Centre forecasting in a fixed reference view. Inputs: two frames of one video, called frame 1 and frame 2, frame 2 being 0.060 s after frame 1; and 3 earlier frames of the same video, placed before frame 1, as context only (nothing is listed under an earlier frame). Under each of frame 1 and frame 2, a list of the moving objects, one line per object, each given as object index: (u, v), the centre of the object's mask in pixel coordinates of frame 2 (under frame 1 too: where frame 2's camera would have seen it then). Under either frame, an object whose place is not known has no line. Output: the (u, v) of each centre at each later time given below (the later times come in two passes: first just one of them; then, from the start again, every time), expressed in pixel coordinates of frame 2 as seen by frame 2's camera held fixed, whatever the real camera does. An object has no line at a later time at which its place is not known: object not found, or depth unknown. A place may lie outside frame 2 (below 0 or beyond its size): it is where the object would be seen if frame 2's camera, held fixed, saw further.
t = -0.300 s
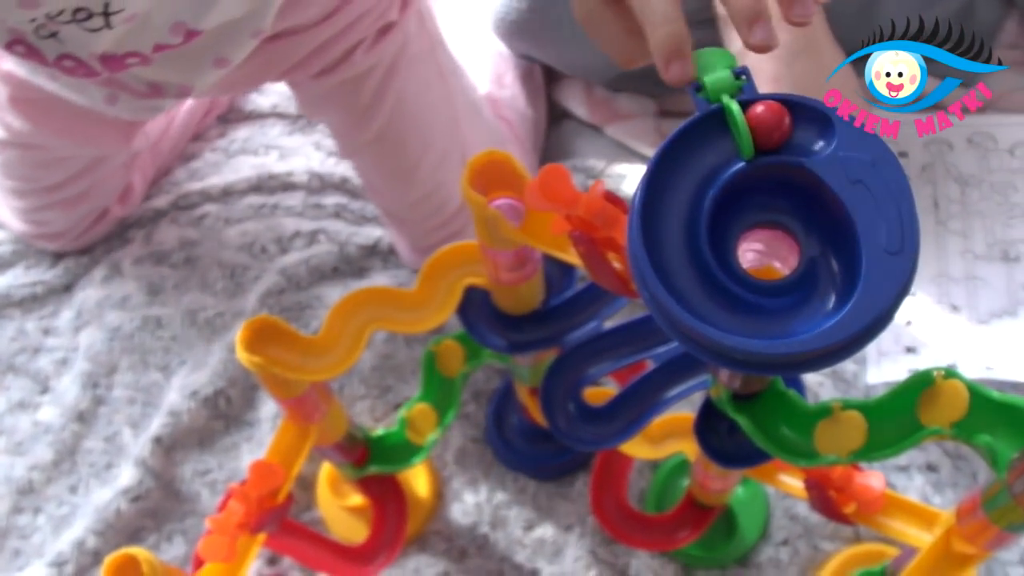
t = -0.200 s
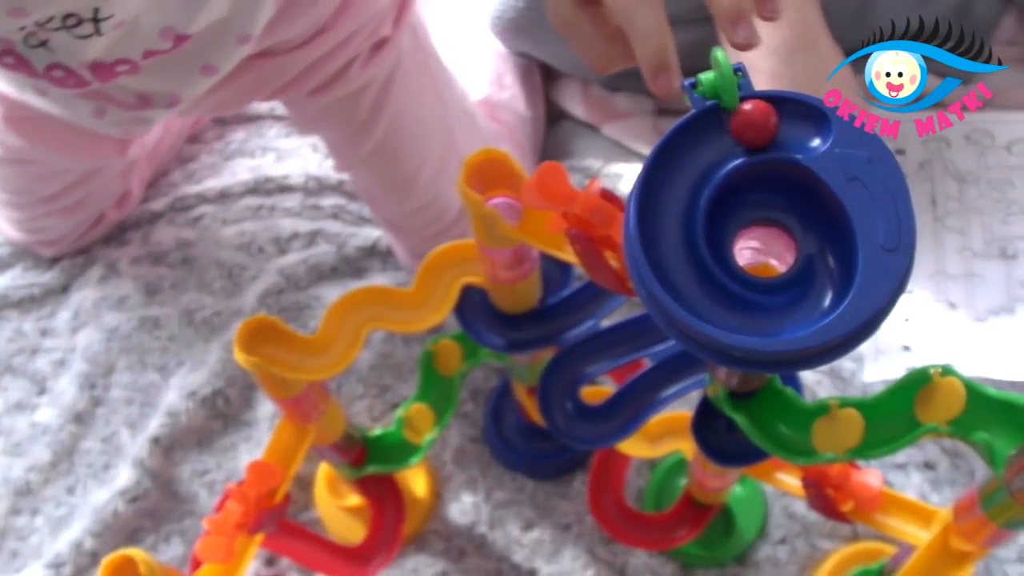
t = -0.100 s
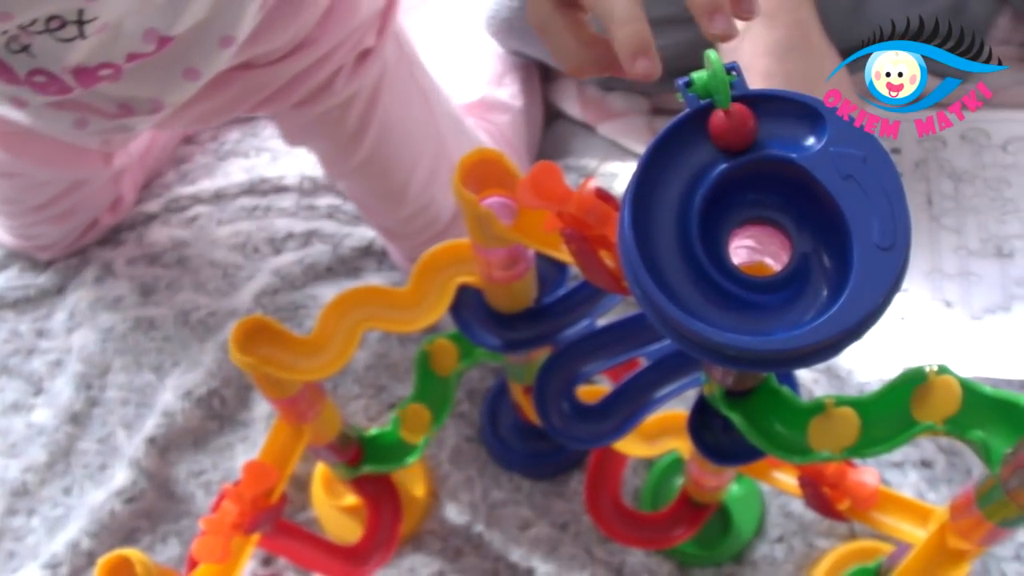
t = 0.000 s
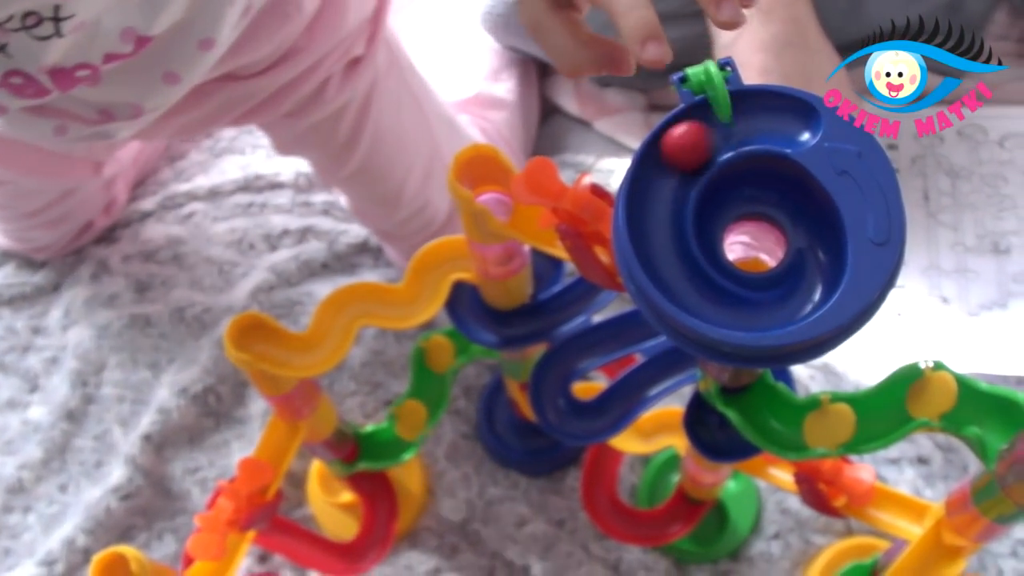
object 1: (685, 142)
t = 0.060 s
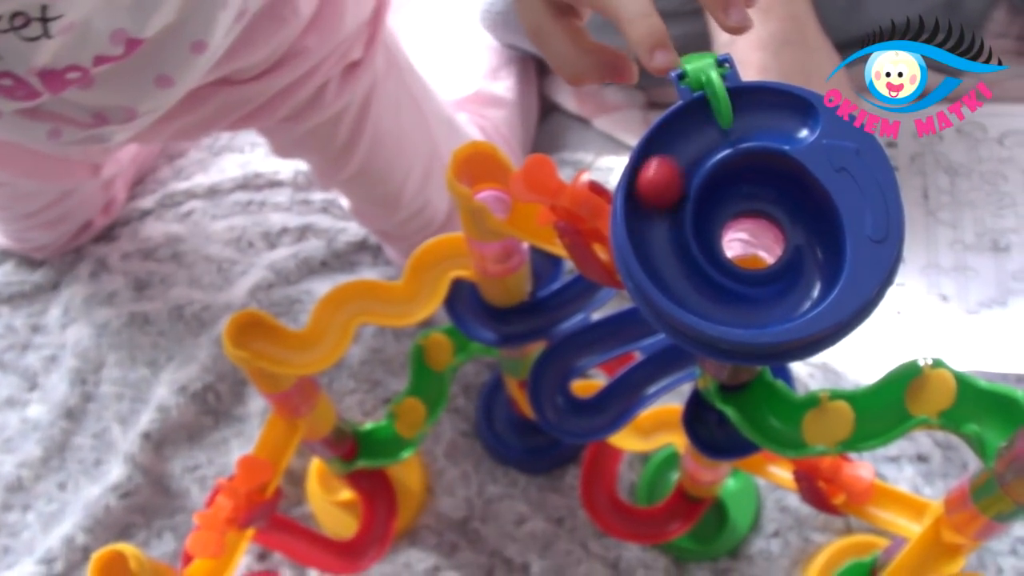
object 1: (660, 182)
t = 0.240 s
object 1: (785, 299)
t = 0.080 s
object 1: (656, 202)
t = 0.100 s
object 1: (655, 224)
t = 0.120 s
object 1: (660, 246)
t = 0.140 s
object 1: (671, 266)
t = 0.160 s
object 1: (688, 286)
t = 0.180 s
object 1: (710, 300)
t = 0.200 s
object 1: (737, 307)
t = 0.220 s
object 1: (762, 307)
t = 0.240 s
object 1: (785, 299)
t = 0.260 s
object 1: (804, 284)
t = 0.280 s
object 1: (811, 263)
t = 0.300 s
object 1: (806, 245)
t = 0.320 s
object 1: (794, 225)
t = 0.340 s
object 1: (778, 205)
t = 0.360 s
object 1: (755, 195)
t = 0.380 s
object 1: (733, 198)
